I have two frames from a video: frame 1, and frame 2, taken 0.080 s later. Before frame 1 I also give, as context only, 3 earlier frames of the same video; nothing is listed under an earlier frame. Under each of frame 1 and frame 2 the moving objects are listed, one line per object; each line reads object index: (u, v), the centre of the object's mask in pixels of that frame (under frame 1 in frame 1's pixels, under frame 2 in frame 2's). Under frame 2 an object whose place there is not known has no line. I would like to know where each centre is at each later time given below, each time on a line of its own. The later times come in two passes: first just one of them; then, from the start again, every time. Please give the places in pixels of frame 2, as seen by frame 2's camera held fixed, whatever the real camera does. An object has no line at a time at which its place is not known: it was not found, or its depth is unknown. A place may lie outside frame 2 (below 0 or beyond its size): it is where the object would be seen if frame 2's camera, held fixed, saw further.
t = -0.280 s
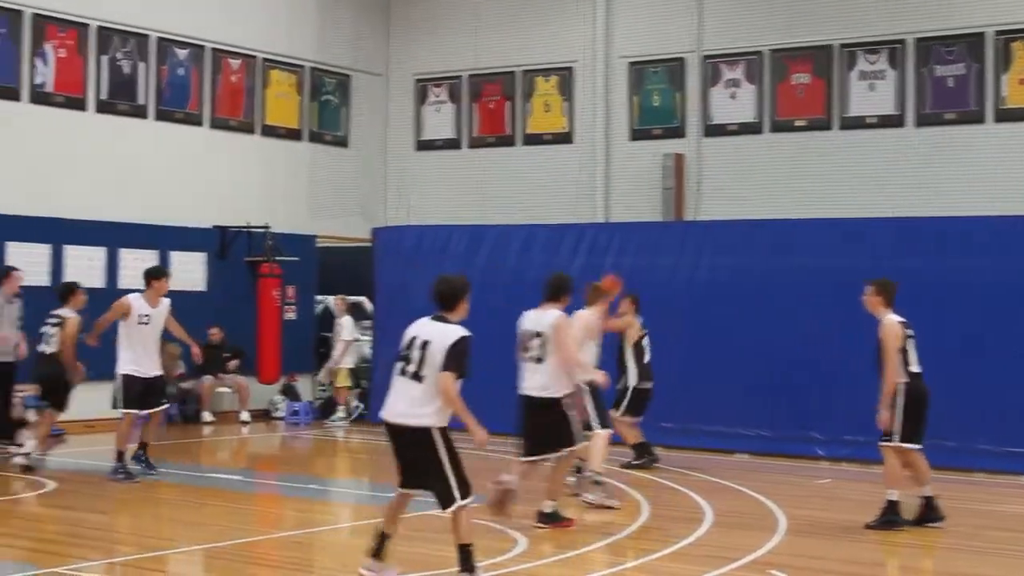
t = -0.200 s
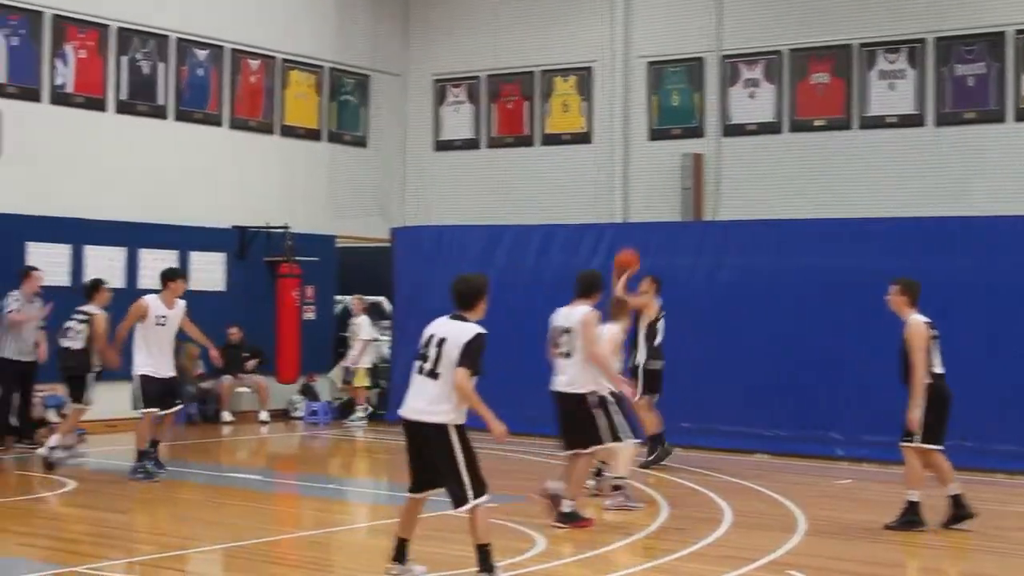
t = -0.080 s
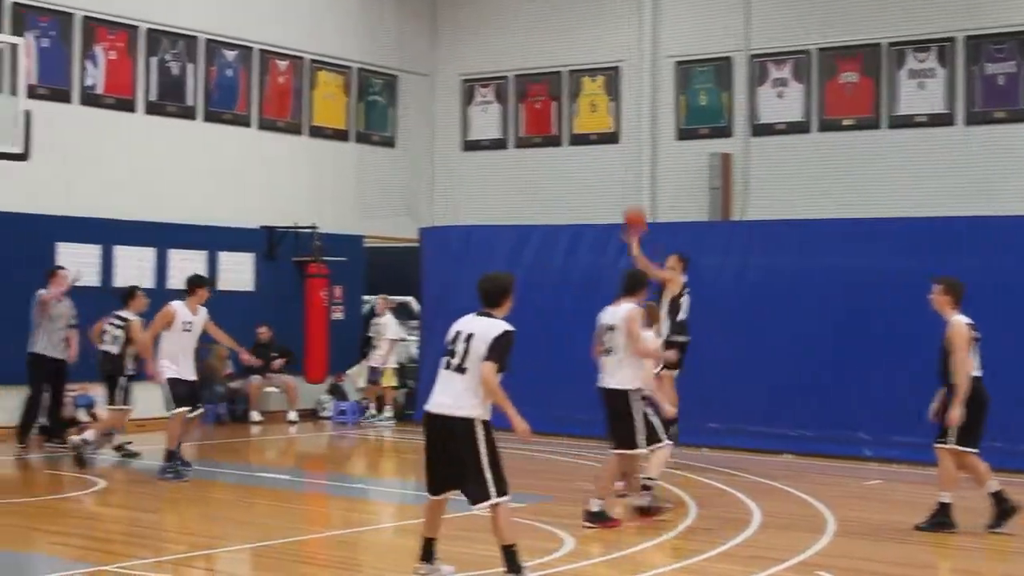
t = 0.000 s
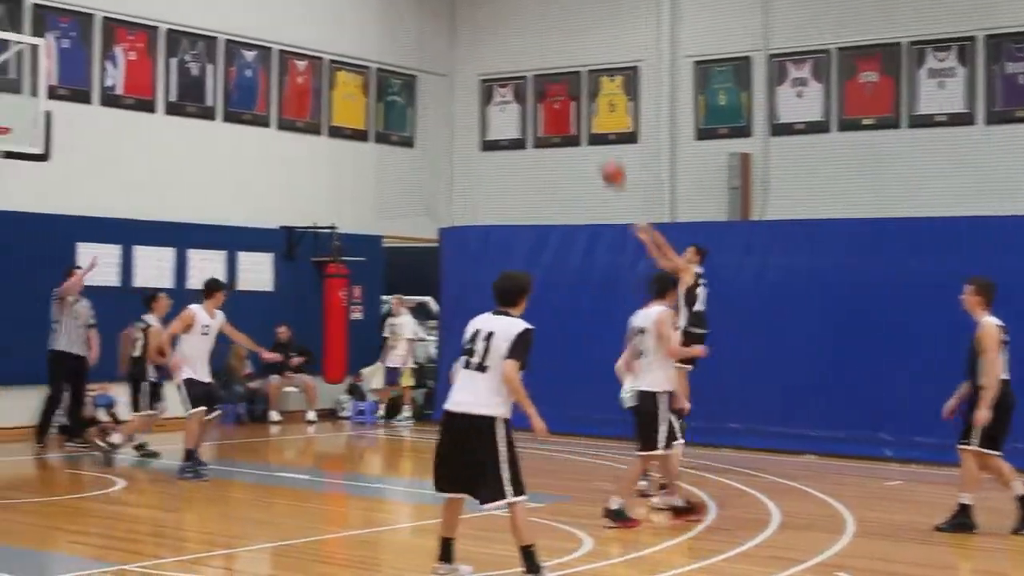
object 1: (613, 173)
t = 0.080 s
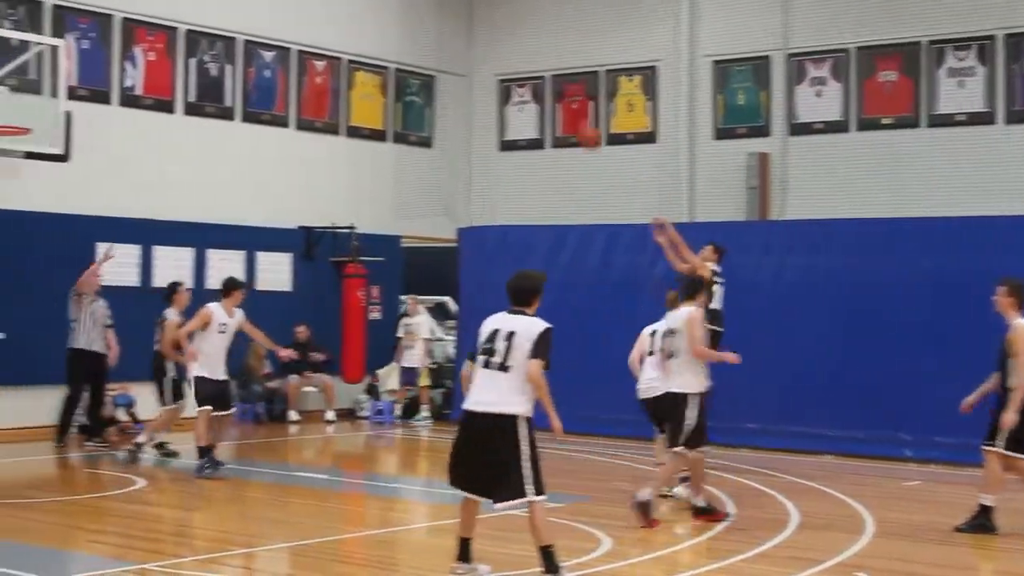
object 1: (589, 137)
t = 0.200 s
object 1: (525, 88)
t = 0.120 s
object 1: (567, 115)
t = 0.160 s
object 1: (546, 102)
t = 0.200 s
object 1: (525, 88)
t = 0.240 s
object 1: (503, 74)
